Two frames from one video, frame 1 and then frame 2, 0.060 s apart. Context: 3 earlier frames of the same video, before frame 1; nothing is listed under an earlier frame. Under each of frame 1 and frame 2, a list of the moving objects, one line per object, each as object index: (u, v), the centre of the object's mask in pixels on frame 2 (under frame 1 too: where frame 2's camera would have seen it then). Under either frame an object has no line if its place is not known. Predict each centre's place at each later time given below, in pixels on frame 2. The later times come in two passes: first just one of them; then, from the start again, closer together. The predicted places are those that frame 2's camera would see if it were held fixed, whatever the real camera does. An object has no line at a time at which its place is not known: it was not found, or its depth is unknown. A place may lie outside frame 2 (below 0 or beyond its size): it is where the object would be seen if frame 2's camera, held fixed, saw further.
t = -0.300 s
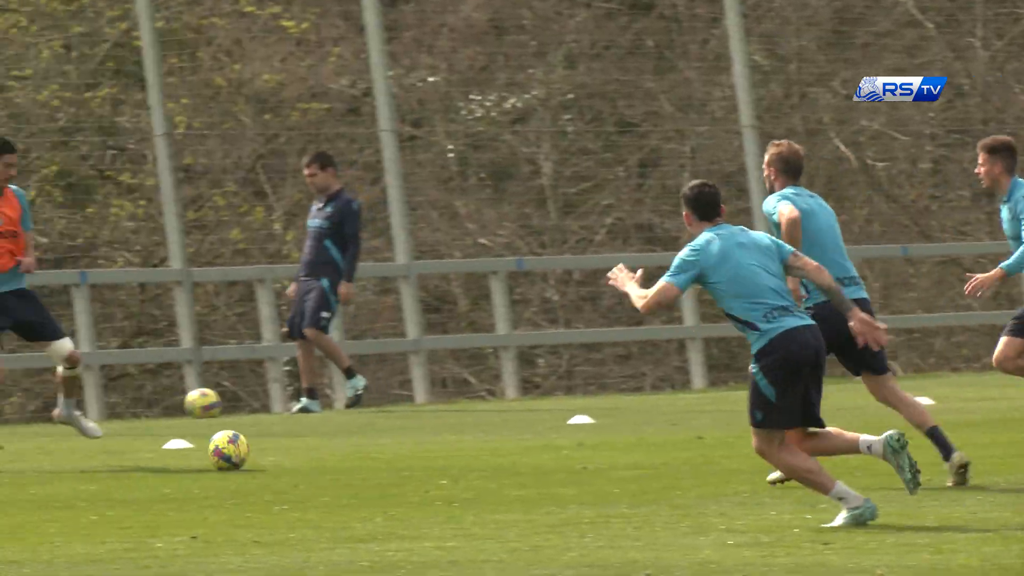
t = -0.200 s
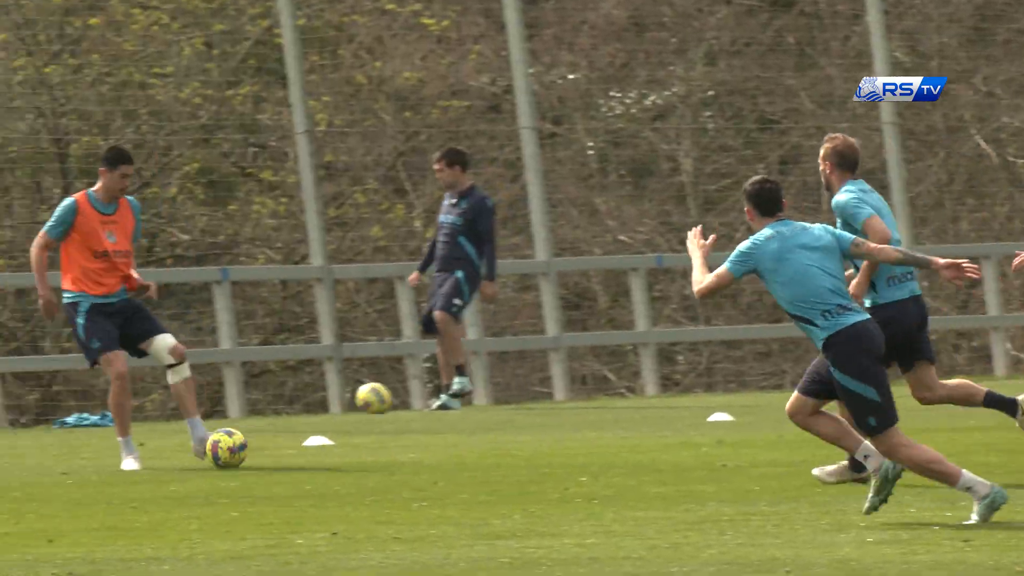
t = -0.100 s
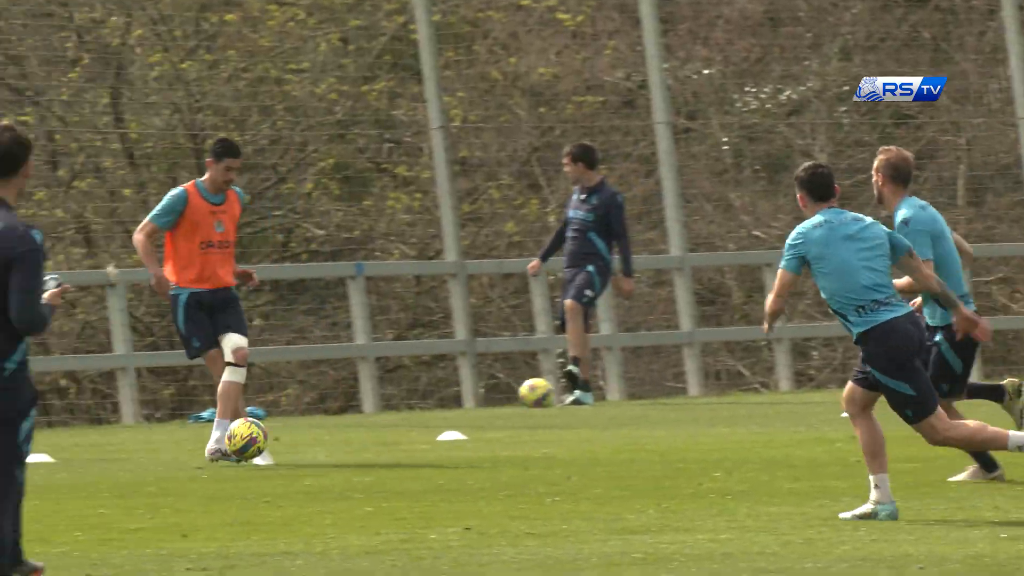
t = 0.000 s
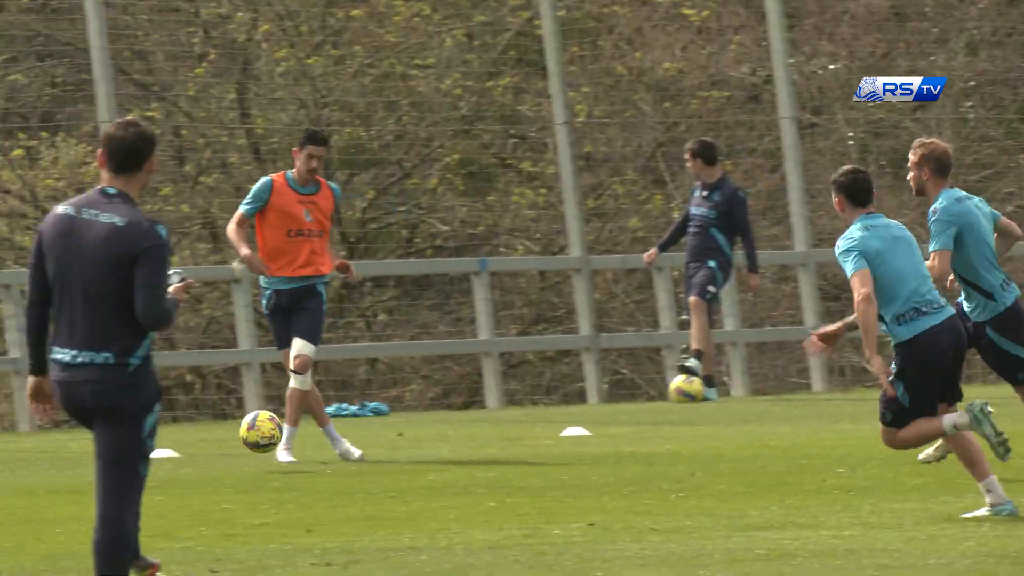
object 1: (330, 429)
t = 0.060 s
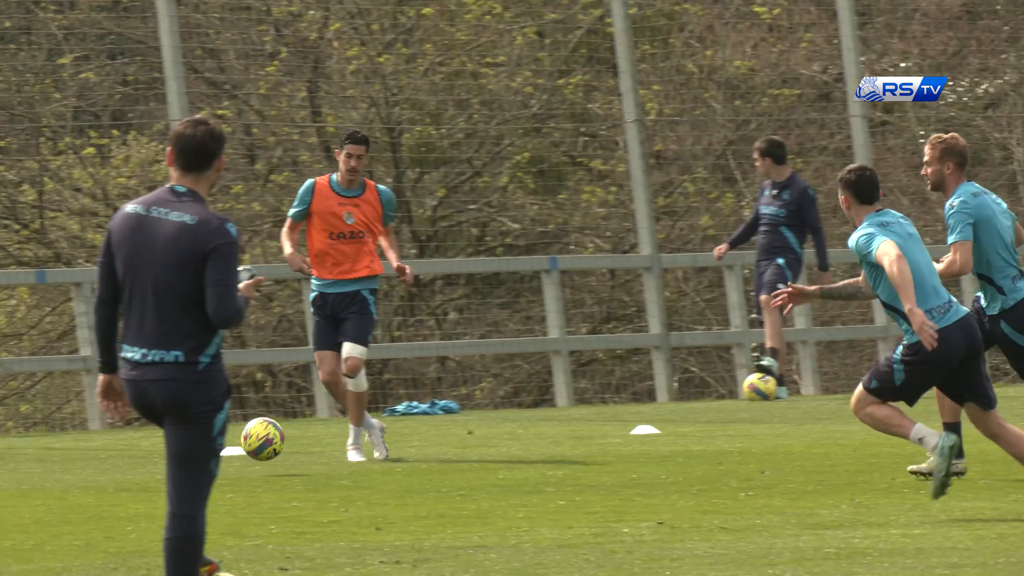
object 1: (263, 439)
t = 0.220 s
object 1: (82, 460)
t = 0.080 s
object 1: (241, 444)
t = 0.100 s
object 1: (229, 453)
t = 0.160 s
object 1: (146, 465)
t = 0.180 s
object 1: (126, 464)
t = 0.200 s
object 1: (105, 461)
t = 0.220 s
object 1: (82, 460)
